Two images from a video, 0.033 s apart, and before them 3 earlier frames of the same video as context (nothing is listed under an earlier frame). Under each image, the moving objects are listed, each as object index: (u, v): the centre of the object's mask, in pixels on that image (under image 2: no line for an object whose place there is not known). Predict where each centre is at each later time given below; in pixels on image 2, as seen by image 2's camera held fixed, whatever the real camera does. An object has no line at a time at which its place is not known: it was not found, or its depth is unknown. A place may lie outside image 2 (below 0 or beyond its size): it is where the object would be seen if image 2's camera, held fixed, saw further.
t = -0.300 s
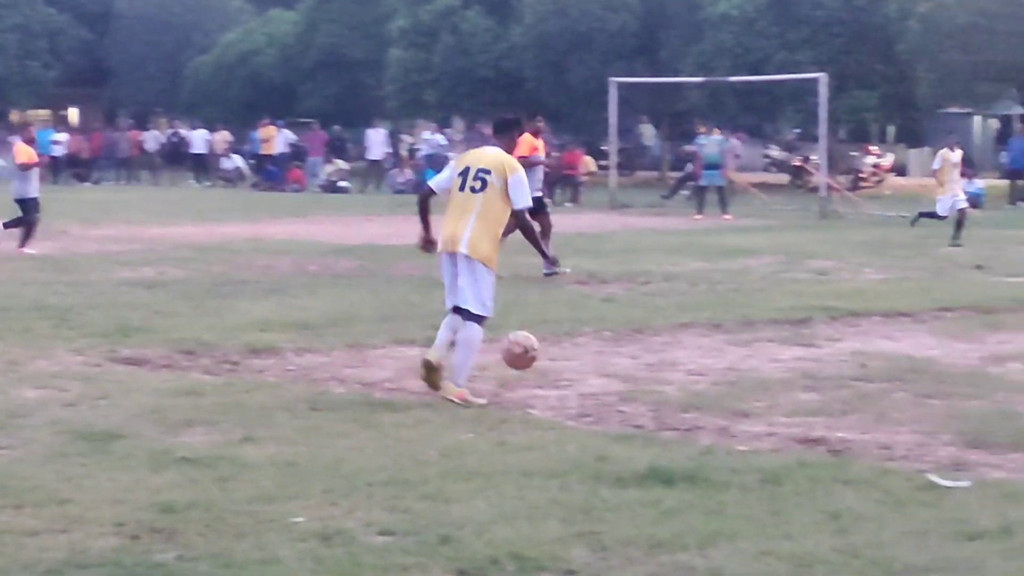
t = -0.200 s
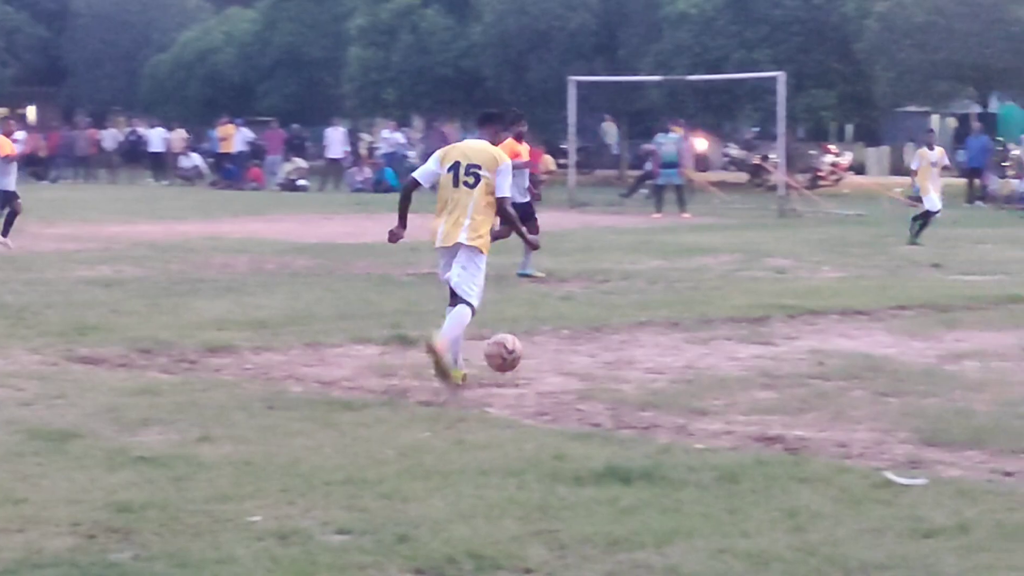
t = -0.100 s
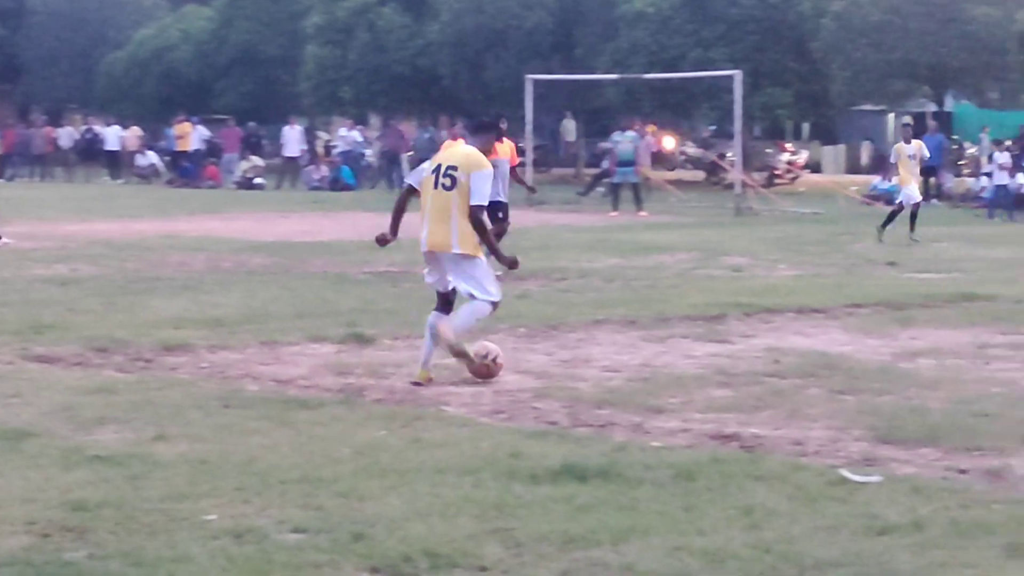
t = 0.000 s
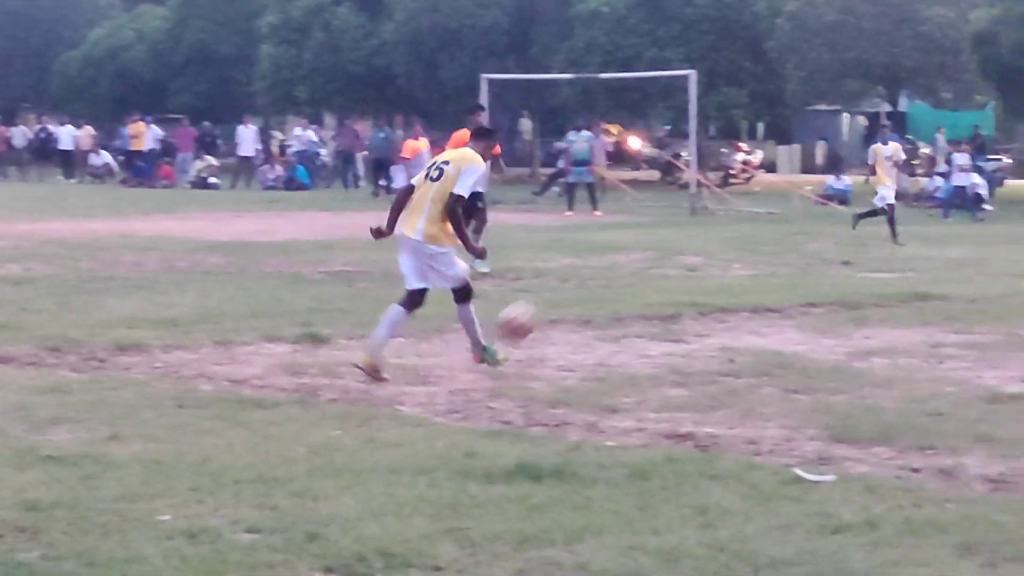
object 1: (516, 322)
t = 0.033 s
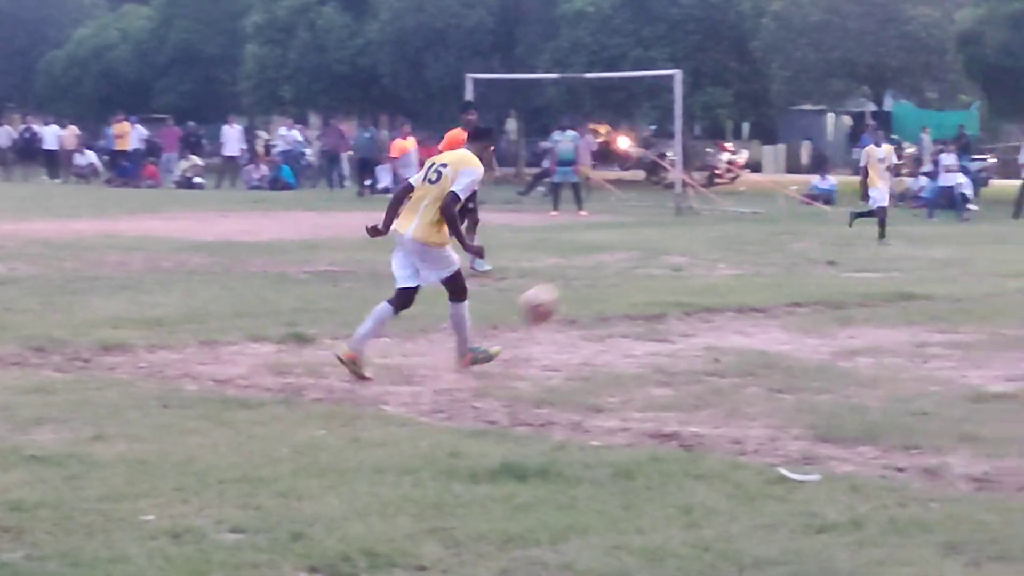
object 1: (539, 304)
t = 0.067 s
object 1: (572, 288)
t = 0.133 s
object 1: (626, 264)
